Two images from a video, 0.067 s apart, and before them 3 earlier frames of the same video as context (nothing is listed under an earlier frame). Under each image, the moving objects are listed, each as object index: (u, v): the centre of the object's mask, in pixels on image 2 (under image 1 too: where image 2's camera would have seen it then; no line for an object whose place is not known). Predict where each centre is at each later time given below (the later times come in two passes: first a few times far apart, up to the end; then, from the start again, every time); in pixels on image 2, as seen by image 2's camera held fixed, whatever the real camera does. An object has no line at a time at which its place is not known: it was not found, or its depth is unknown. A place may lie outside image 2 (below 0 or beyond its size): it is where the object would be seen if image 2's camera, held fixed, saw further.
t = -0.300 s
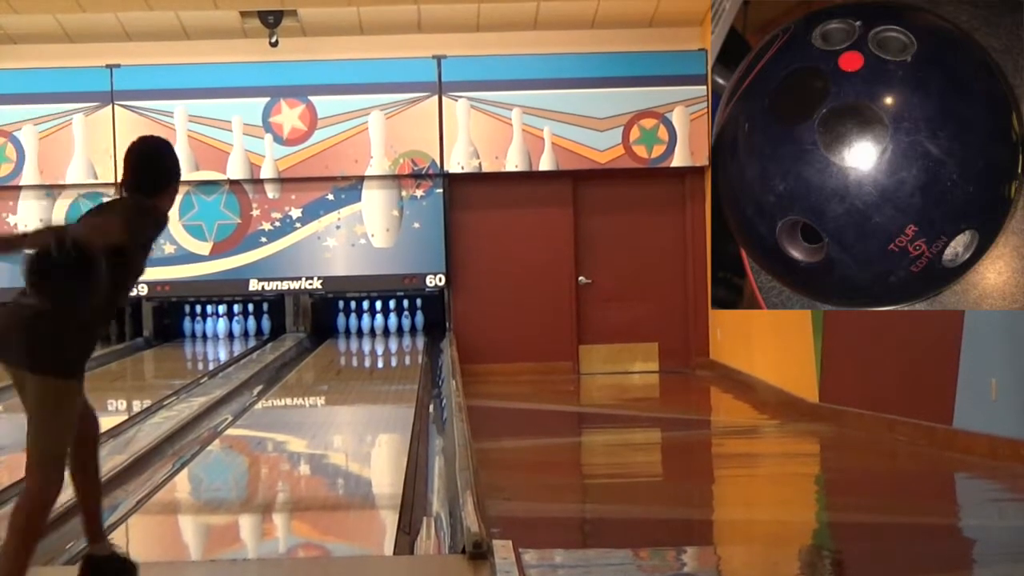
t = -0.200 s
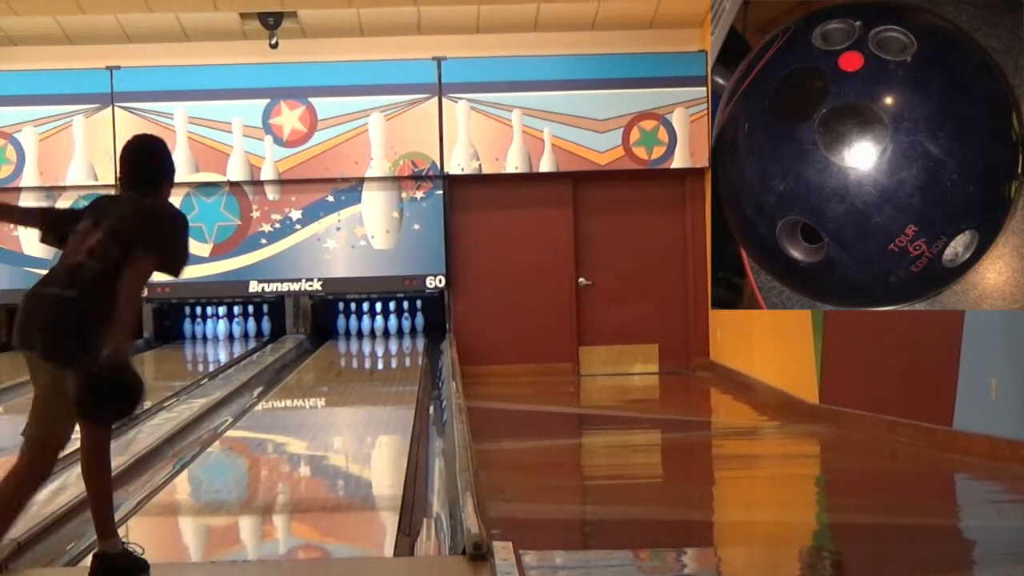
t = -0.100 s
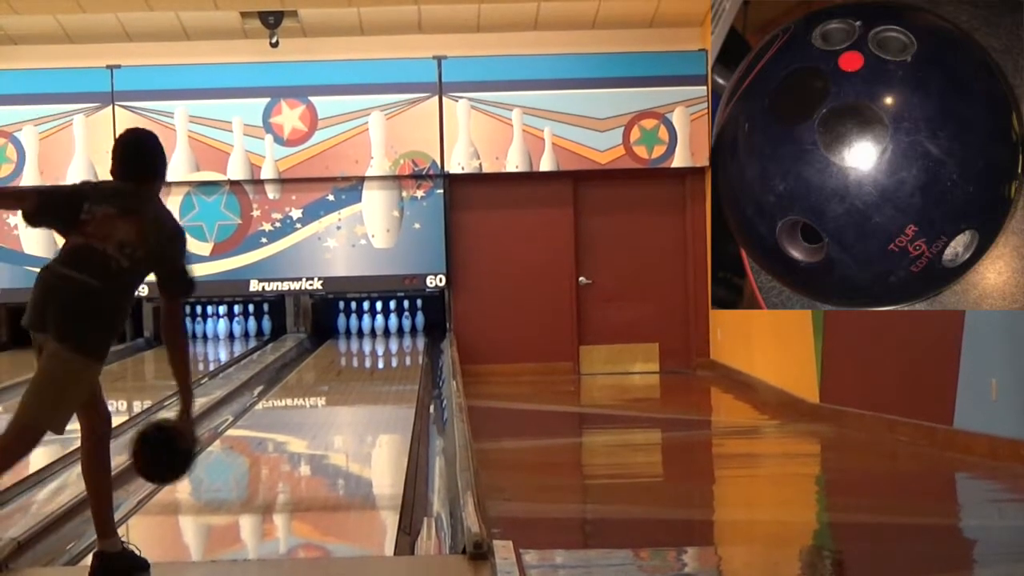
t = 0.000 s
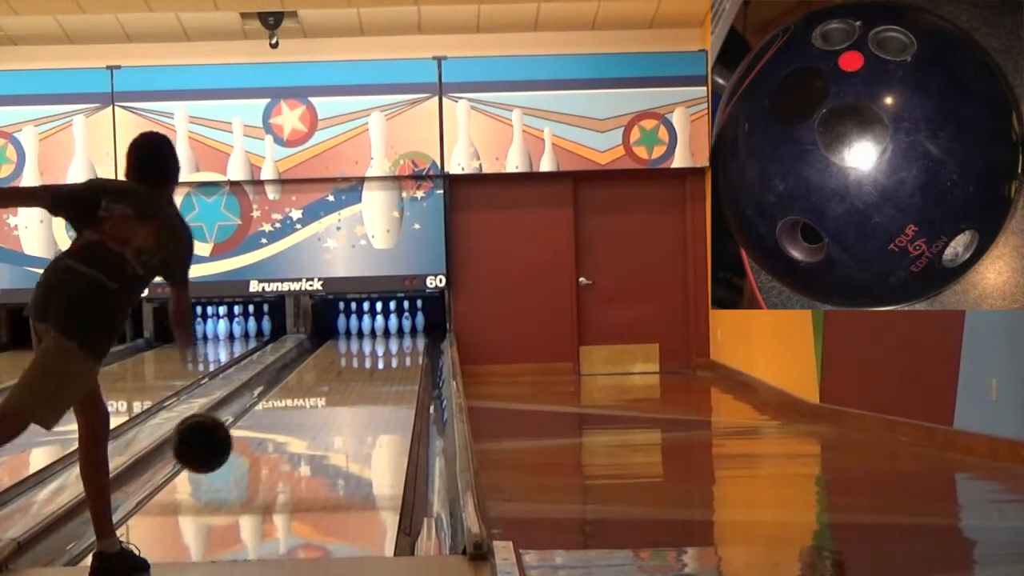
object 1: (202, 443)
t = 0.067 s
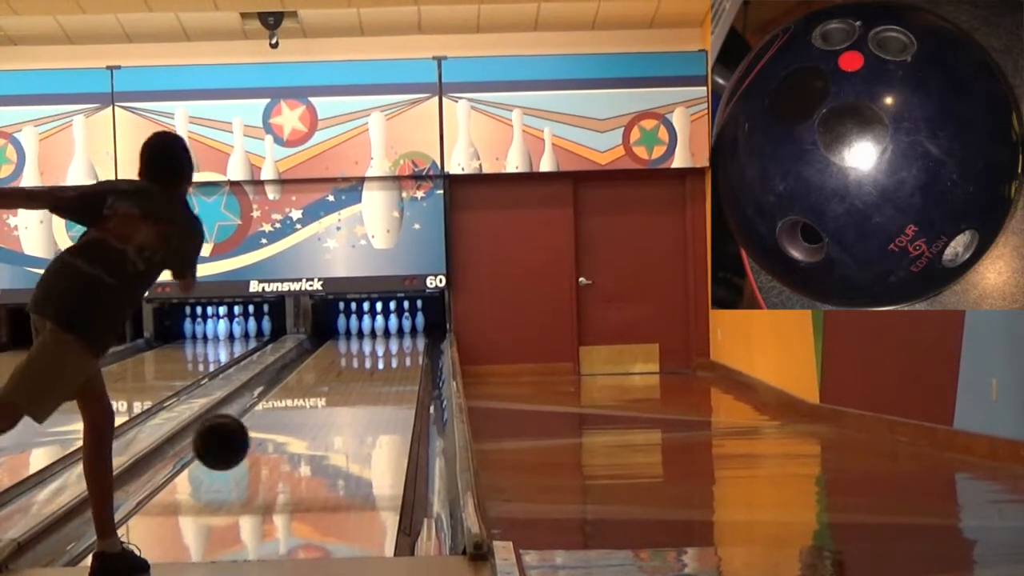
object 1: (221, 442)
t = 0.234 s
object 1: (261, 469)
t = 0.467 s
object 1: (301, 437)
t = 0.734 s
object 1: (334, 409)
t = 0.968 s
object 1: (356, 391)
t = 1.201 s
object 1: (373, 376)
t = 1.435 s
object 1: (386, 364)
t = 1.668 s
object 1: (395, 354)
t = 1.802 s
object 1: (400, 349)
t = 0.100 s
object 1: (230, 445)
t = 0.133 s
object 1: (239, 452)
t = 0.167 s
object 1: (246, 460)
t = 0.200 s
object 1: (254, 470)
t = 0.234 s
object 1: (261, 469)
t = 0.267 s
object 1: (268, 461)
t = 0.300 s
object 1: (274, 457)
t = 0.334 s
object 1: (280, 454)
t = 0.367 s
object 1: (286, 450)
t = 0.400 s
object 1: (291, 445)
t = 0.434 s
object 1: (296, 441)
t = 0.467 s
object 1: (301, 437)
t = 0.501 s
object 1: (306, 433)
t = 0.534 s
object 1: (310, 429)
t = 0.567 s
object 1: (315, 425)
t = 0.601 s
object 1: (319, 422)
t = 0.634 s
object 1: (323, 418)
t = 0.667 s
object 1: (327, 415)
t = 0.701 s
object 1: (331, 412)
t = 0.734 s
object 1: (334, 409)
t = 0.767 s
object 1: (338, 406)
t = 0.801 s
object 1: (341, 404)
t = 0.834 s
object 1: (344, 401)
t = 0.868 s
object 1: (347, 399)
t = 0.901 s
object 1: (350, 396)
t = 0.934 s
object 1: (353, 394)
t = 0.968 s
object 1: (356, 391)
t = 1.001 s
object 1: (358, 389)
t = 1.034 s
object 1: (361, 387)
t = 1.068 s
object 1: (363, 385)
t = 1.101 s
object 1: (366, 383)
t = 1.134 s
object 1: (368, 381)
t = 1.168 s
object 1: (370, 379)
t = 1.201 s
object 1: (373, 376)
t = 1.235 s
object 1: (375, 374)
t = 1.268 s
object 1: (377, 373)
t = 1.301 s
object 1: (379, 371)
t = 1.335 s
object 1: (381, 369)
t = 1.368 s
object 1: (383, 368)
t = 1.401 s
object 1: (384, 366)
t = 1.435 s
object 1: (386, 364)
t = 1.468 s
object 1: (387, 363)
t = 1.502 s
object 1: (389, 361)
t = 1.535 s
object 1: (390, 360)
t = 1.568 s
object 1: (392, 359)
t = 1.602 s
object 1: (393, 357)
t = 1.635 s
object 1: (395, 356)
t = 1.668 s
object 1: (395, 354)
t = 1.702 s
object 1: (397, 353)
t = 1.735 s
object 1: (398, 352)
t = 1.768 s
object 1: (399, 351)
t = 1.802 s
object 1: (400, 349)
